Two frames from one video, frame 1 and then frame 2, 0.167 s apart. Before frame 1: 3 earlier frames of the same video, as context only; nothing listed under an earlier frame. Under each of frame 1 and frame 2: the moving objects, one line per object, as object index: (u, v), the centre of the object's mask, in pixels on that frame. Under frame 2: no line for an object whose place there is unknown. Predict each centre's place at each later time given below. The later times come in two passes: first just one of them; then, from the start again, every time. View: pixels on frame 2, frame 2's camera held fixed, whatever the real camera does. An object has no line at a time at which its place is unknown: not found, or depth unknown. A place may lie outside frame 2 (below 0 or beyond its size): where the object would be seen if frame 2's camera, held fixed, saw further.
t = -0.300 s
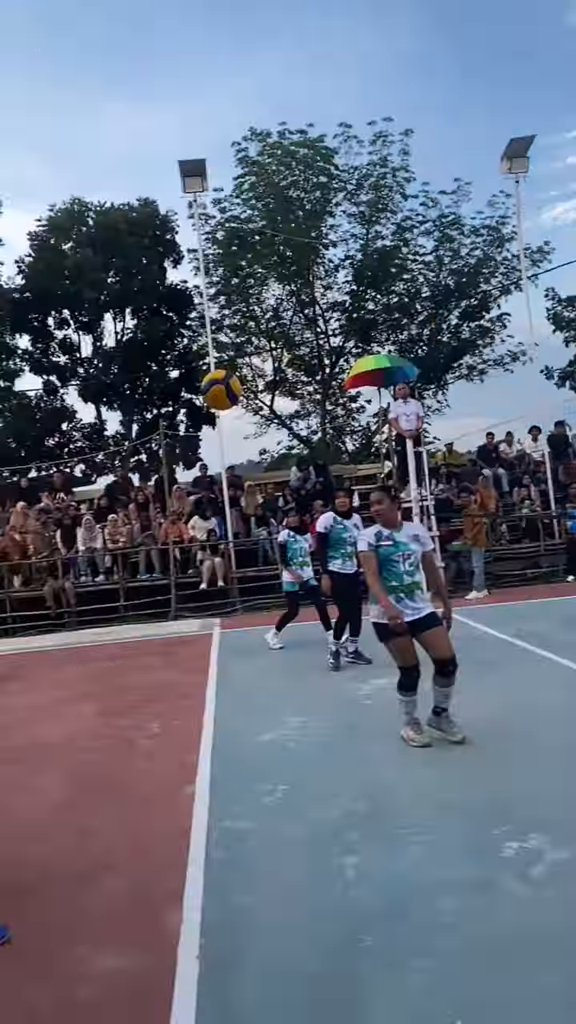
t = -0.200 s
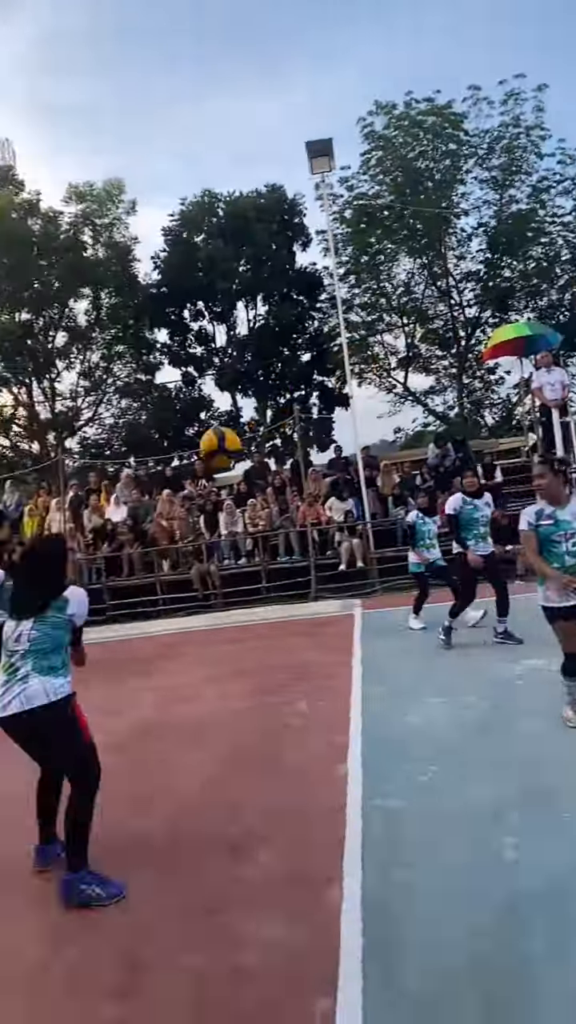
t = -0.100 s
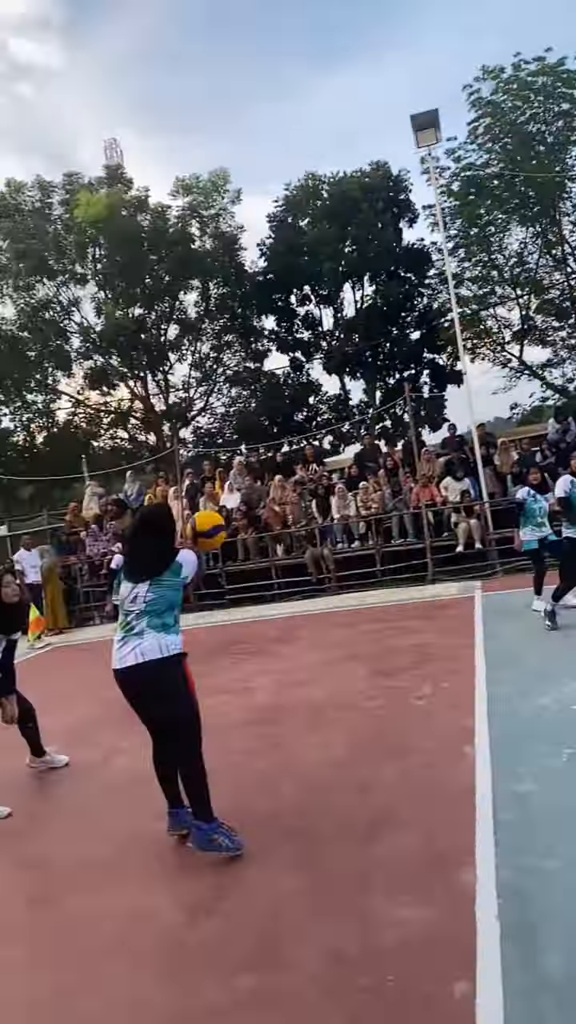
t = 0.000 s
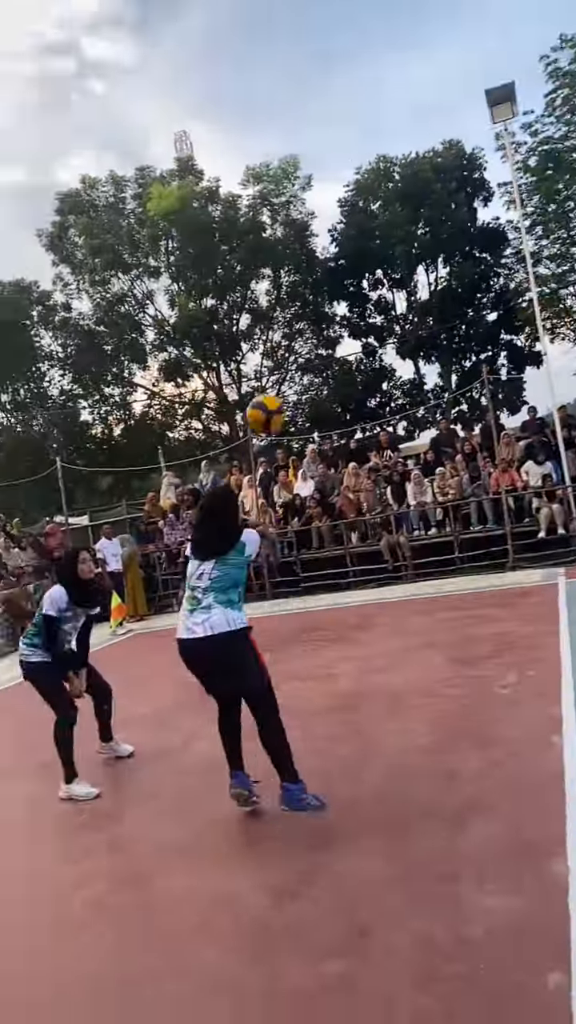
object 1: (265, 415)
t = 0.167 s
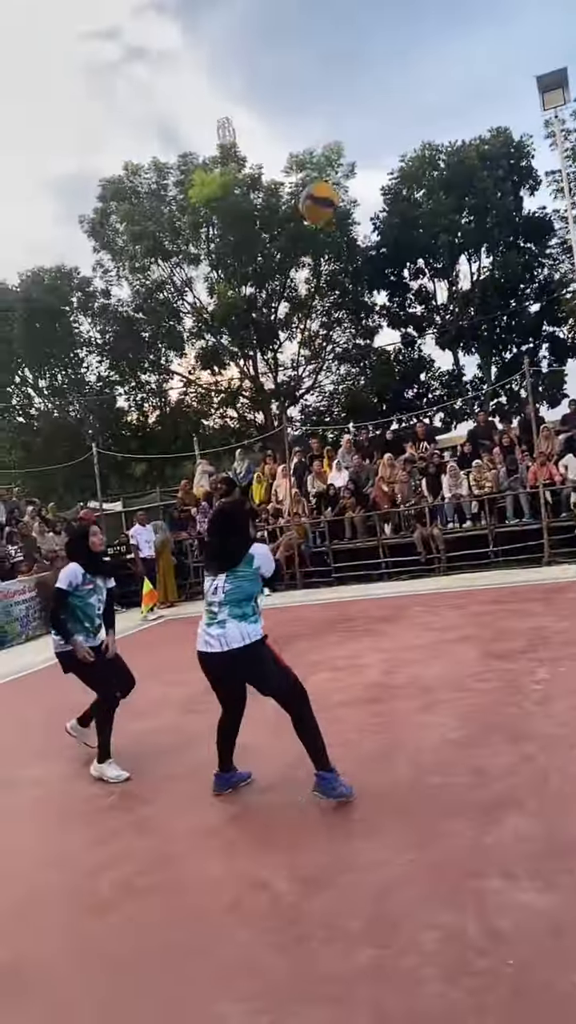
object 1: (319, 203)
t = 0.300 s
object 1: (331, 85)
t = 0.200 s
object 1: (323, 172)
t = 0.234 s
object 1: (325, 140)
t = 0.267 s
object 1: (328, 111)
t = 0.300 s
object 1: (331, 85)
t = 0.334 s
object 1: (334, 61)
